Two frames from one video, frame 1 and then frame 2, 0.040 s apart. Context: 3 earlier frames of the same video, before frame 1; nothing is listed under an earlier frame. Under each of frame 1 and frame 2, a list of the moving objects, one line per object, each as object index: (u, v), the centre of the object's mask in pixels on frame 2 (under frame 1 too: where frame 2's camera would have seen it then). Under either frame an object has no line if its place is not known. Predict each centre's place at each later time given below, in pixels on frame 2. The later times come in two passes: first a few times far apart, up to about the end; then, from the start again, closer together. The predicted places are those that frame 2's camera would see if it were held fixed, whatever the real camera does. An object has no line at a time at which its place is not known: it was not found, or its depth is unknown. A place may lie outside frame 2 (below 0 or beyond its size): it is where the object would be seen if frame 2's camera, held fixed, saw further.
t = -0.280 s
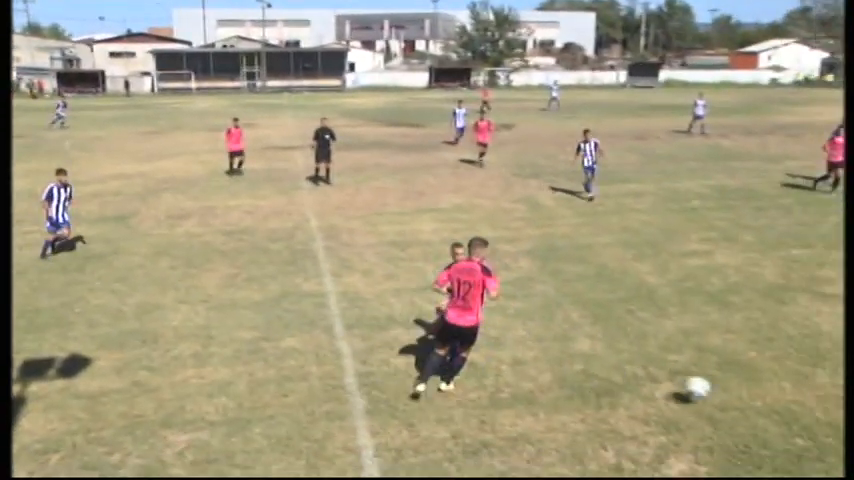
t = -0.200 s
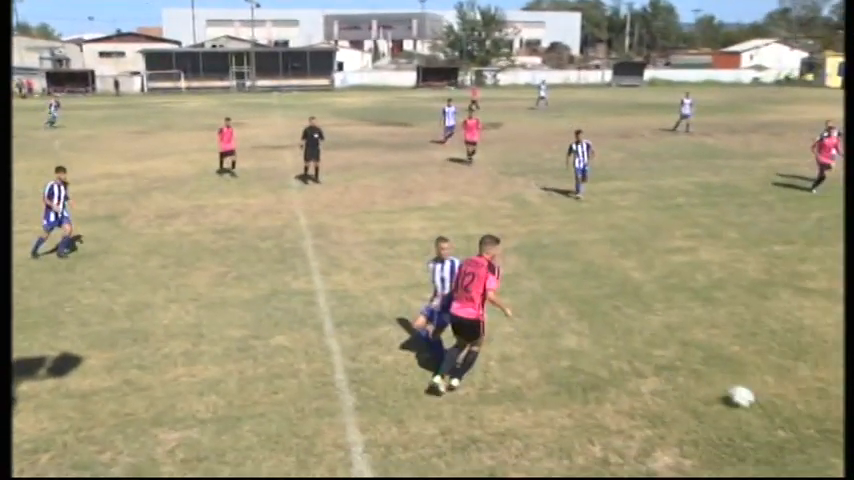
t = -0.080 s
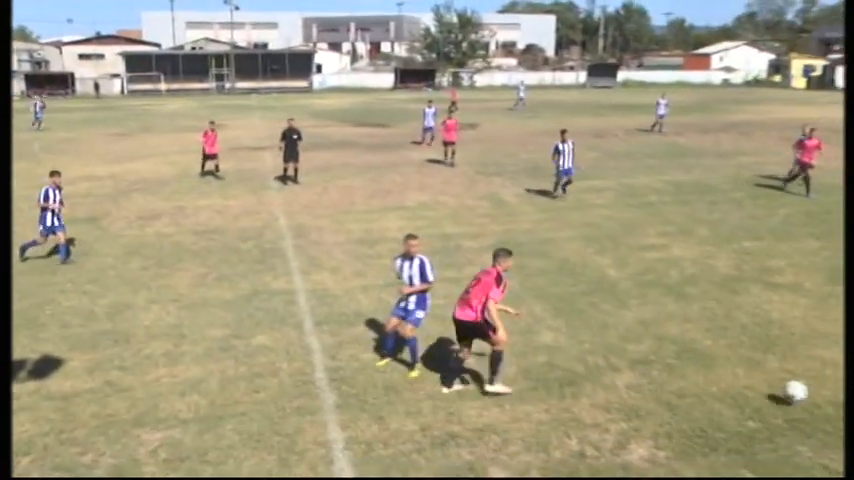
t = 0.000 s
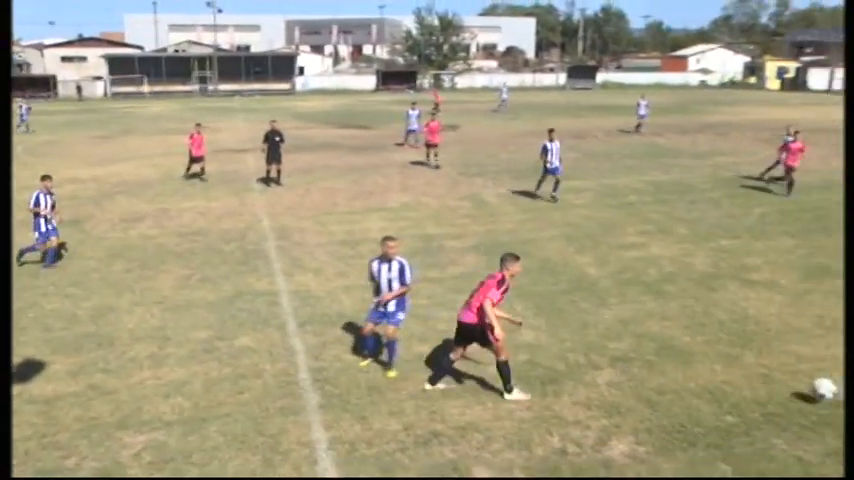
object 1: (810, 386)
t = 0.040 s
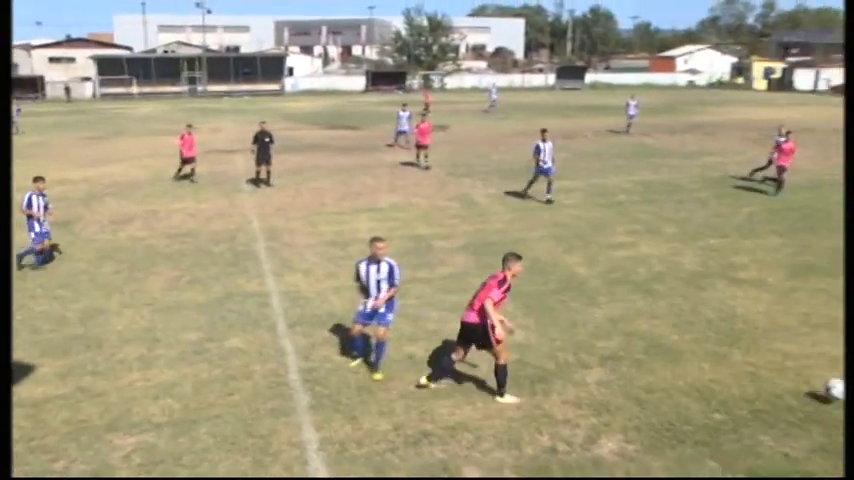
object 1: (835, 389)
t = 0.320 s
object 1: (1009, 401)
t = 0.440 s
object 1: (1084, 405)
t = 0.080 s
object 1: (855, 394)
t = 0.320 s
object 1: (1009, 401)
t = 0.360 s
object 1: (1035, 405)
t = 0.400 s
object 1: (1058, 407)
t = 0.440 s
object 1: (1084, 405)
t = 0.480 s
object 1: (1110, 404)
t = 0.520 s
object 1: (1134, 405)
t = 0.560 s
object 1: (1158, 406)
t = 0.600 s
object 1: (1179, 411)
